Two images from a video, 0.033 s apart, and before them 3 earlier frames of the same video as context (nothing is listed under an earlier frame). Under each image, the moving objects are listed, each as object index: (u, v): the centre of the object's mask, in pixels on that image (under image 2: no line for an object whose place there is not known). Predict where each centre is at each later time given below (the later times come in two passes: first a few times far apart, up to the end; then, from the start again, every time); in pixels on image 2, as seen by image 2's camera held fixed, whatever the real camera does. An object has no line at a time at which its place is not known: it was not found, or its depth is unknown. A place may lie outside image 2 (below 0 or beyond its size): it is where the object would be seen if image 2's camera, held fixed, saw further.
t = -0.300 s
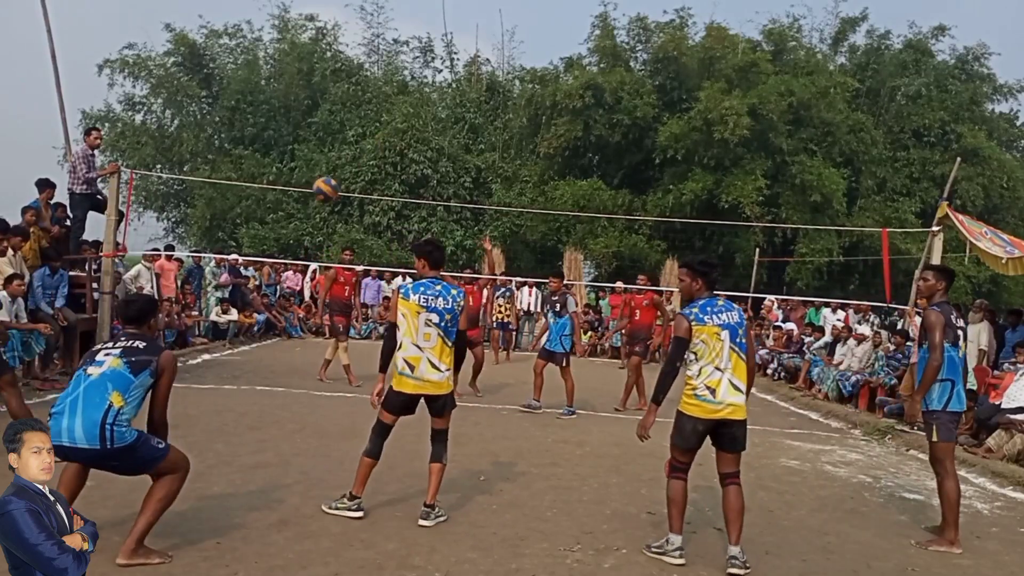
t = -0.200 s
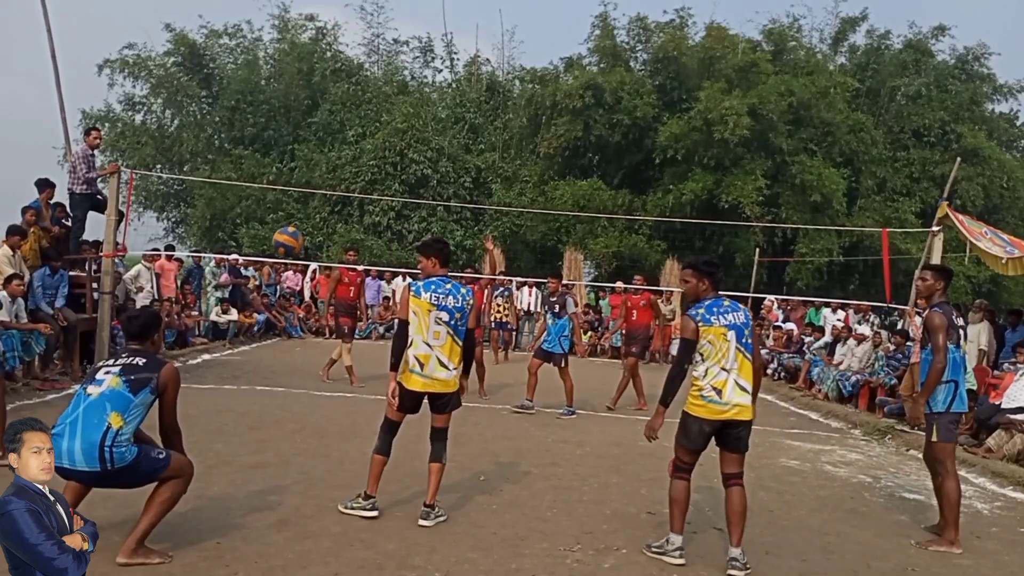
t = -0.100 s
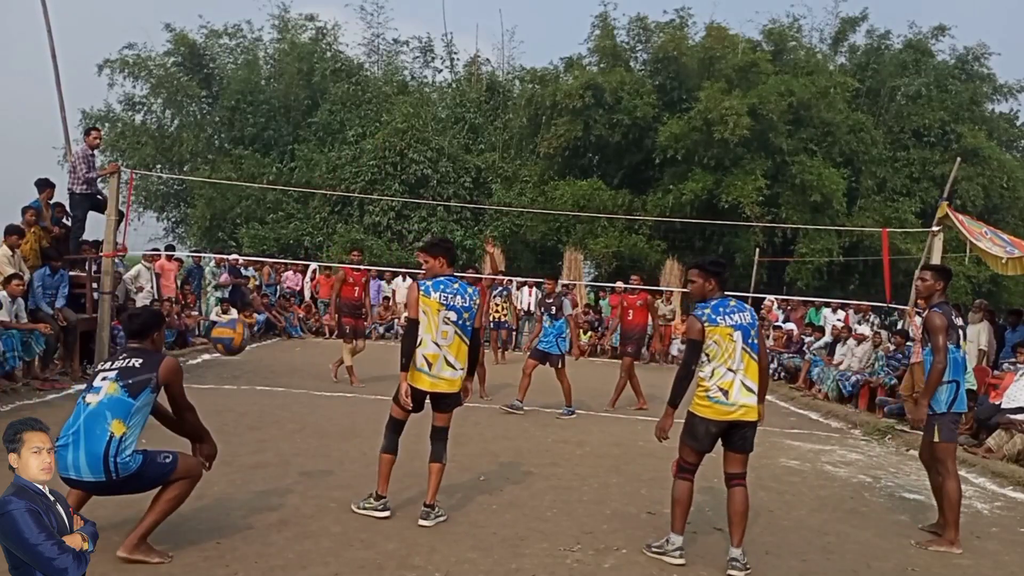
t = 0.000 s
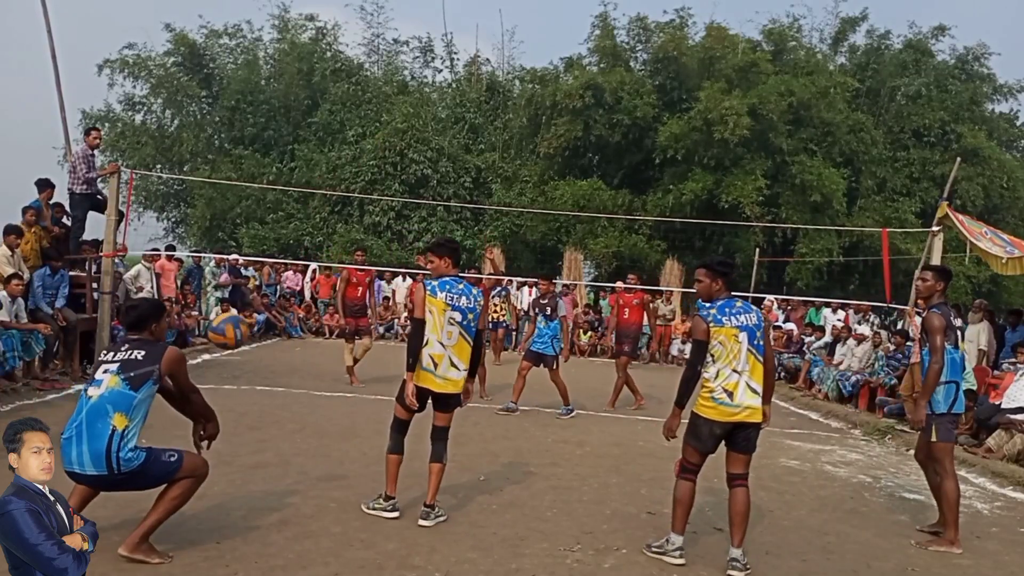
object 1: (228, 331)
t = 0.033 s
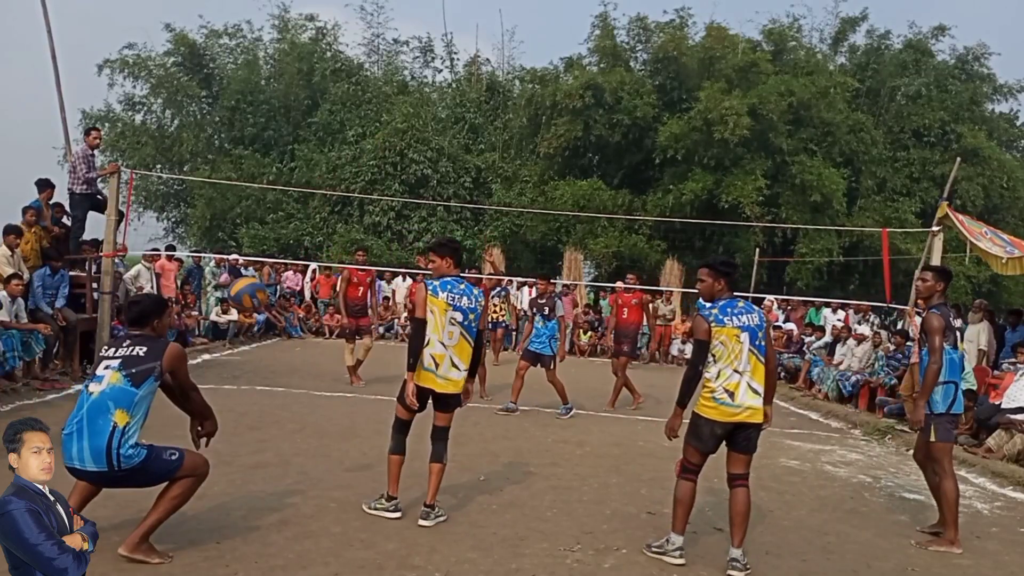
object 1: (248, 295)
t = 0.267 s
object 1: (351, 126)
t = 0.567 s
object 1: (441, 66)
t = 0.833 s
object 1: (492, 106)
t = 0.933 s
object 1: (507, 136)
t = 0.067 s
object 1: (265, 262)
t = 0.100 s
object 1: (282, 231)
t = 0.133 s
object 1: (297, 206)
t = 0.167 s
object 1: (312, 182)
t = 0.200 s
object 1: (325, 161)
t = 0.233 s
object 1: (339, 143)
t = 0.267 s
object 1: (351, 126)
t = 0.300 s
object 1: (363, 113)
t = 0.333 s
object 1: (375, 101)
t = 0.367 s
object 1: (386, 91)
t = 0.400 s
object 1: (396, 83)
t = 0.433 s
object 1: (406, 76)
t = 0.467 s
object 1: (415, 71)
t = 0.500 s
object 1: (425, 68)
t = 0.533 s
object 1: (433, 66)
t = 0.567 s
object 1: (441, 66)
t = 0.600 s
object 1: (448, 67)
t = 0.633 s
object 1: (455, 69)
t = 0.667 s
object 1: (463, 73)
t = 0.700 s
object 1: (469, 77)
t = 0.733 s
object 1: (475, 82)
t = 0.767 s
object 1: (482, 89)
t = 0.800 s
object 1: (487, 98)
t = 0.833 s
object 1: (492, 106)
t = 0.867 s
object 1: (497, 116)
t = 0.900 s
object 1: (502, 125)
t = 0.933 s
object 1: (507, 136)
